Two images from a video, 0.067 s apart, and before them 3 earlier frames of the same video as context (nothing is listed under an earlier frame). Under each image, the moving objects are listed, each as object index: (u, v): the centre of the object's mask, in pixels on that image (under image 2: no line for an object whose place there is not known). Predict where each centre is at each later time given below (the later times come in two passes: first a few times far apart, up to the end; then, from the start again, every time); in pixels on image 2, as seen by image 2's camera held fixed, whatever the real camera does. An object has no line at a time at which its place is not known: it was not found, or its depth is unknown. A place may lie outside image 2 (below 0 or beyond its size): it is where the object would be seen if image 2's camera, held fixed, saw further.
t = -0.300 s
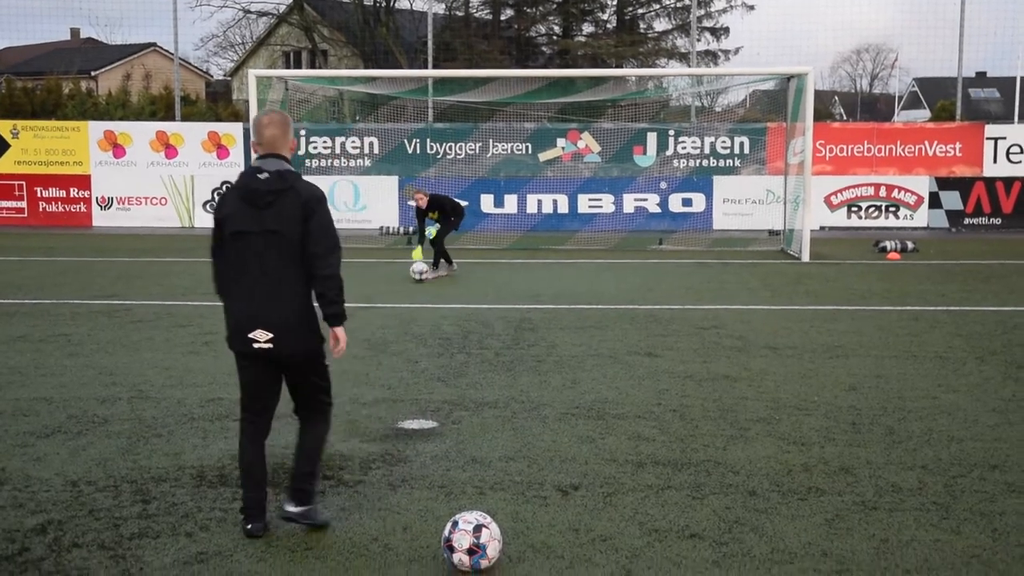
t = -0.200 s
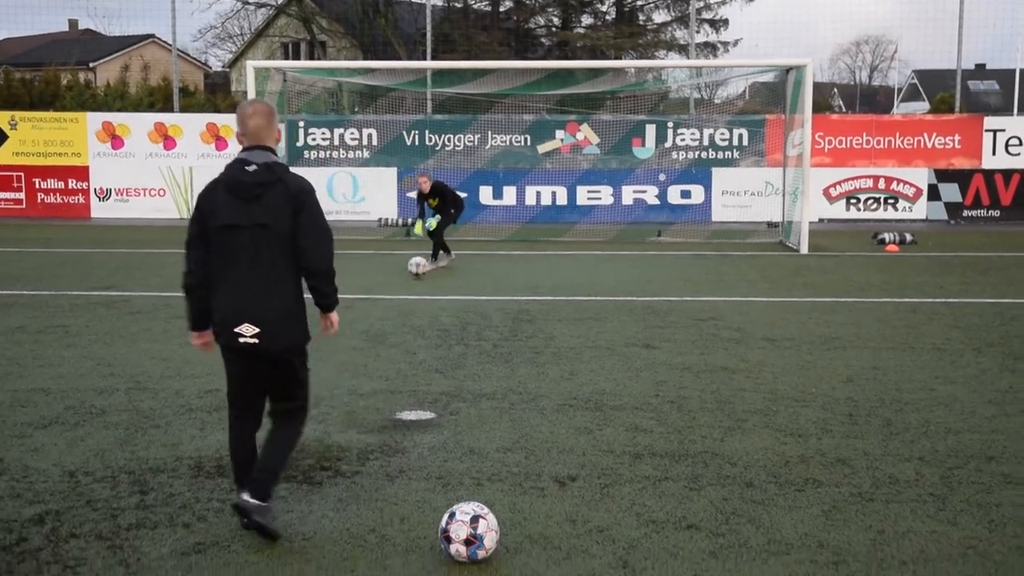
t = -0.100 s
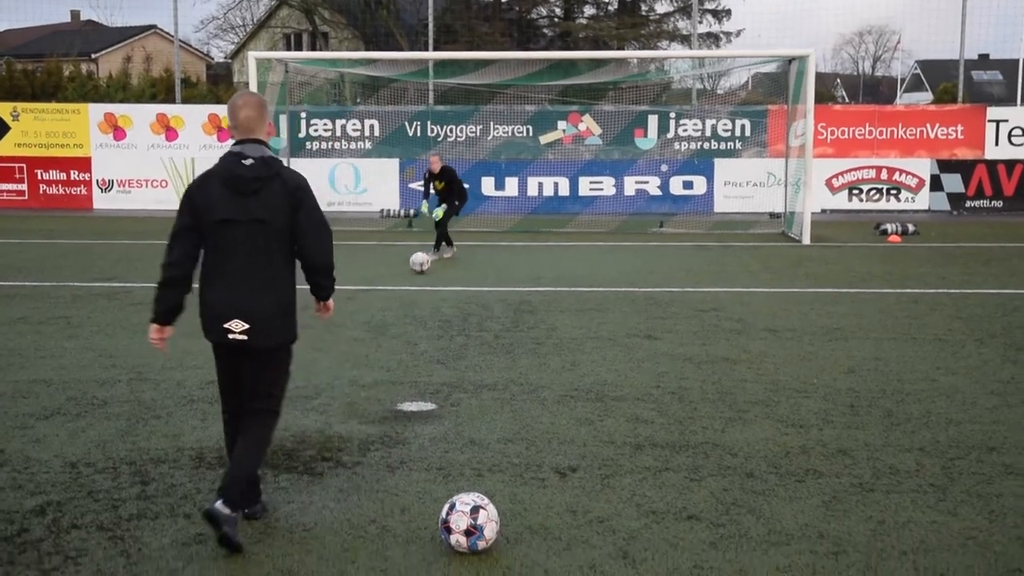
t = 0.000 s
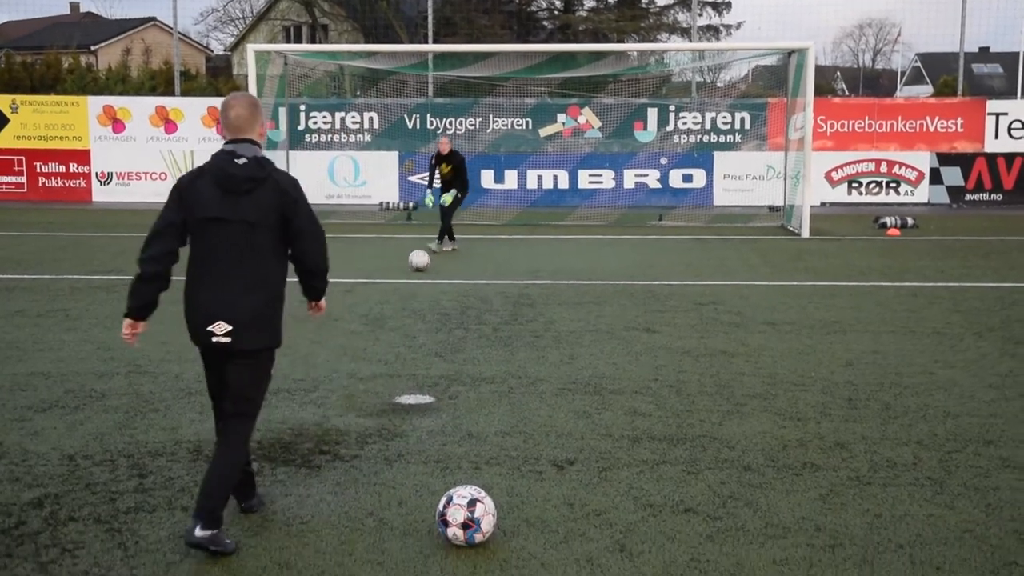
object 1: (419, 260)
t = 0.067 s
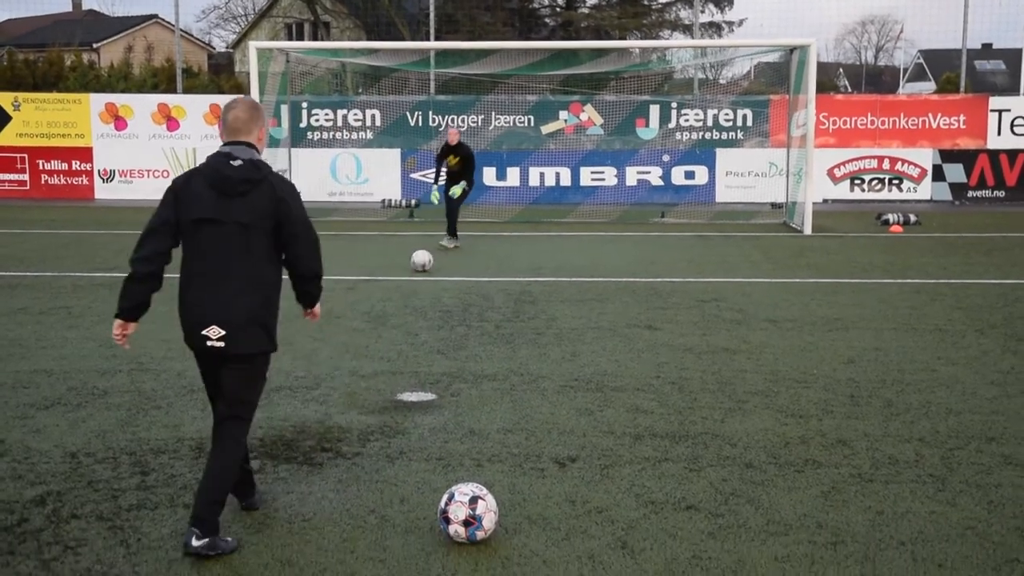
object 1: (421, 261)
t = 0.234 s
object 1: (423, 268)
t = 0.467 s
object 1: (426, 278)
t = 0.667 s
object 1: (428, 289)
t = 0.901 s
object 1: (432, 303)
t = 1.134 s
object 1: (435, 319)
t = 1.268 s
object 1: (437, 327)
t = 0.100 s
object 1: (421, 262)
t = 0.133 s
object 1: (422, 263)
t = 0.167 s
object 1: (422, 265)
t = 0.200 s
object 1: (423, 265)
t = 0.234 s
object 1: (423, 268)
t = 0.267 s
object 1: (423, 270)
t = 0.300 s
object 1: (424, 271)
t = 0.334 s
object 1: (424, 273)
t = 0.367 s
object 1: (425, 273)
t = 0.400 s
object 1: (425, 275)
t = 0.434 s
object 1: (426, 276)
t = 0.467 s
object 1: (426, 278)
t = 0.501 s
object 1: (427, 280)
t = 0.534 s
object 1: (427, 282)
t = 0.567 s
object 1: (428, 284)
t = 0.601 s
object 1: (428, 286)
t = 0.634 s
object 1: (428, 287)
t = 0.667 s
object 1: (428, 289)
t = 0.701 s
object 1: (429, 291)
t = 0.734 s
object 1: (429, 293)
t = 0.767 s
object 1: (430, 294)
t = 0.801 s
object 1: (430, 297)
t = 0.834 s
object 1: (430, 298)
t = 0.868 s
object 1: (431, 301)
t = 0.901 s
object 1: (432, 303)
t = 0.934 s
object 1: (432, 303)
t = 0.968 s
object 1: (433, 306)
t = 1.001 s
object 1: (433, 308)
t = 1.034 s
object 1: (433, 311)
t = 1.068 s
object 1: (434, 314)
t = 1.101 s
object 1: (434, 316)
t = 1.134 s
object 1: (435, 319)
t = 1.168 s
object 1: (436, 321)
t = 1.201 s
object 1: (436, 323)
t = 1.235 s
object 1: (437, 325)
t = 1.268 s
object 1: (437, 327)
